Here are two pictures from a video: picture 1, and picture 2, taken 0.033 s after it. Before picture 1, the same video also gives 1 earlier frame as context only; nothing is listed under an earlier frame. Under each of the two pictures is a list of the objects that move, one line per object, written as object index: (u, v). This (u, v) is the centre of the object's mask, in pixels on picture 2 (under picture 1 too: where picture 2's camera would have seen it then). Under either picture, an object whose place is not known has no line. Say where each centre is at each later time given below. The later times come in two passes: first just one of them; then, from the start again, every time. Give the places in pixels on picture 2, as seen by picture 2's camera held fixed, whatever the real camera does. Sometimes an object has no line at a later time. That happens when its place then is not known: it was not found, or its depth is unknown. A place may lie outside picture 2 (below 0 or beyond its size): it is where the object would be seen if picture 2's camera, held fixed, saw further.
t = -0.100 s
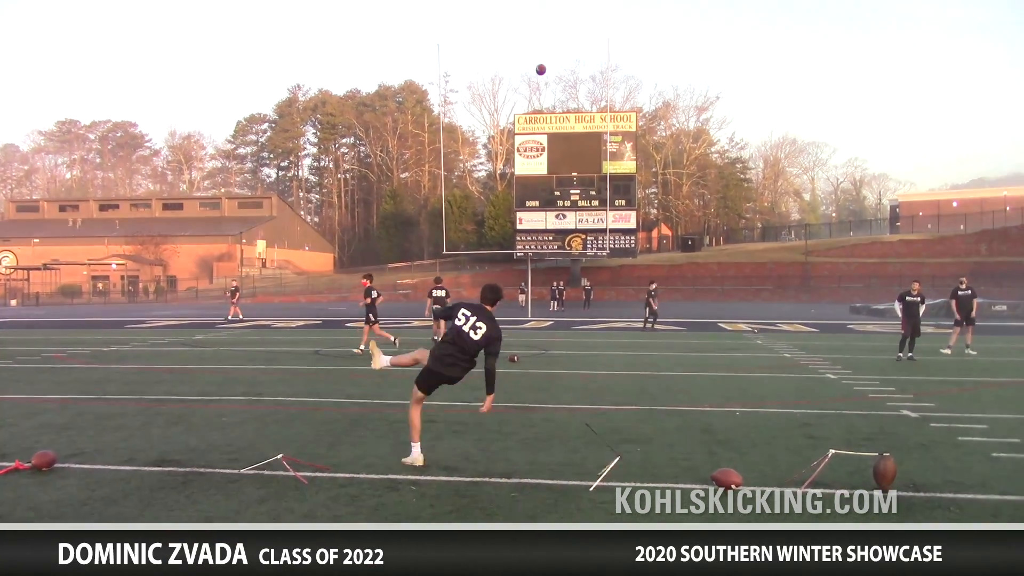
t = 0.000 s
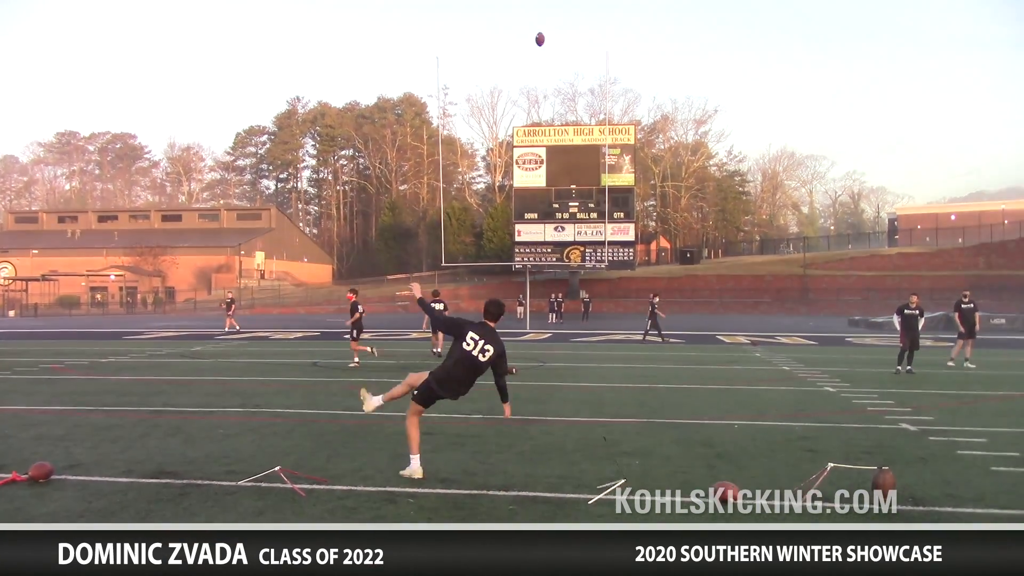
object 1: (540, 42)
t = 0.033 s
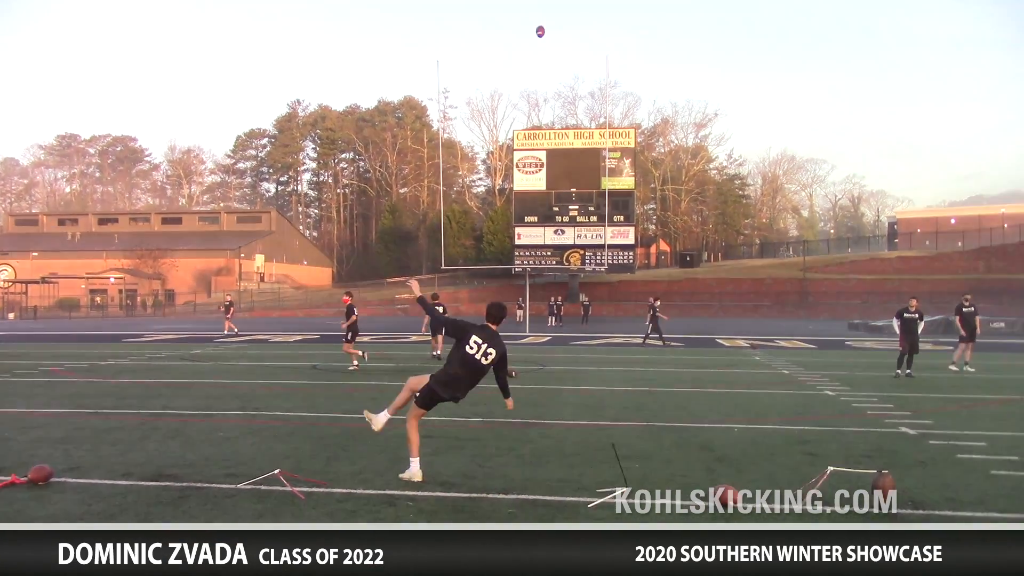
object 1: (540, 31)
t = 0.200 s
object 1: (543, -10)
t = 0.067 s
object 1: (541, 21)
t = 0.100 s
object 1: (541, 12)
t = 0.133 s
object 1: (542, 4)
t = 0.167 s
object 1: (542, -4)
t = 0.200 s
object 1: (543, -10)
